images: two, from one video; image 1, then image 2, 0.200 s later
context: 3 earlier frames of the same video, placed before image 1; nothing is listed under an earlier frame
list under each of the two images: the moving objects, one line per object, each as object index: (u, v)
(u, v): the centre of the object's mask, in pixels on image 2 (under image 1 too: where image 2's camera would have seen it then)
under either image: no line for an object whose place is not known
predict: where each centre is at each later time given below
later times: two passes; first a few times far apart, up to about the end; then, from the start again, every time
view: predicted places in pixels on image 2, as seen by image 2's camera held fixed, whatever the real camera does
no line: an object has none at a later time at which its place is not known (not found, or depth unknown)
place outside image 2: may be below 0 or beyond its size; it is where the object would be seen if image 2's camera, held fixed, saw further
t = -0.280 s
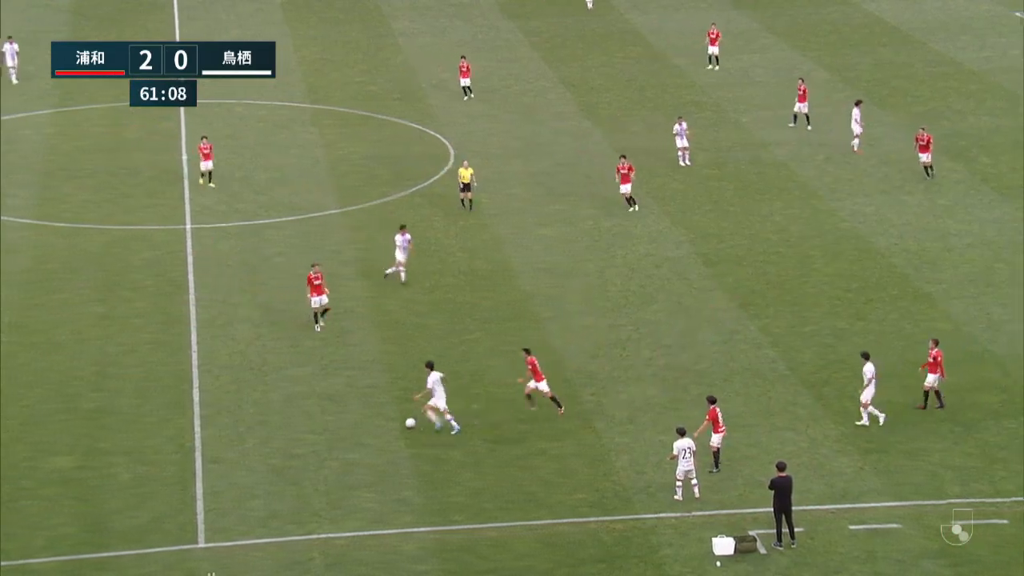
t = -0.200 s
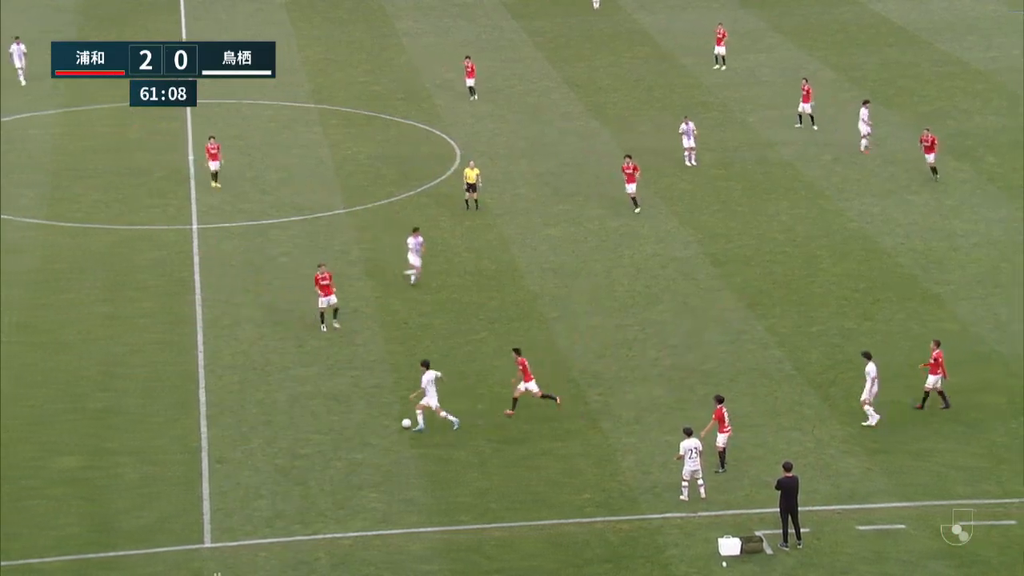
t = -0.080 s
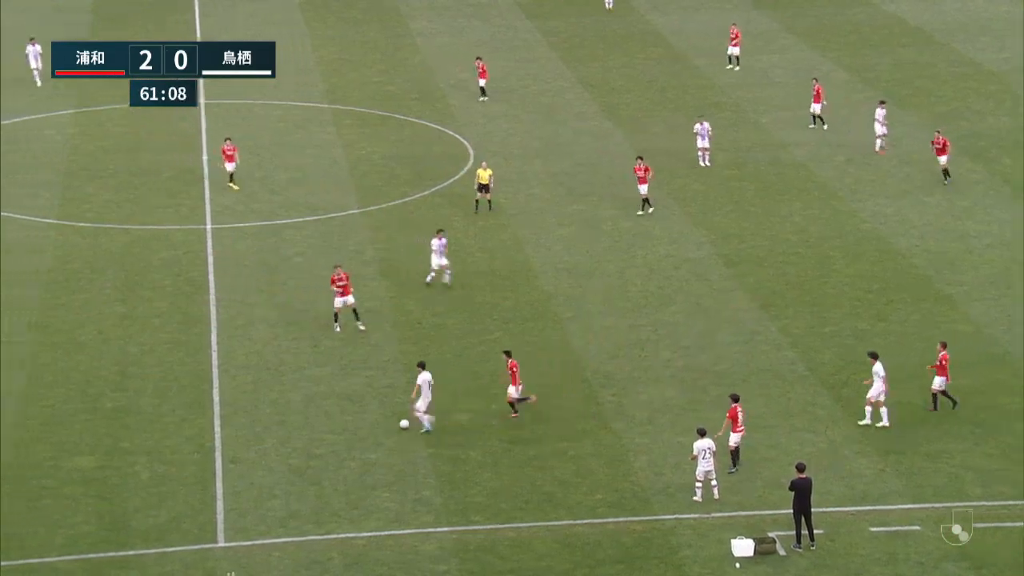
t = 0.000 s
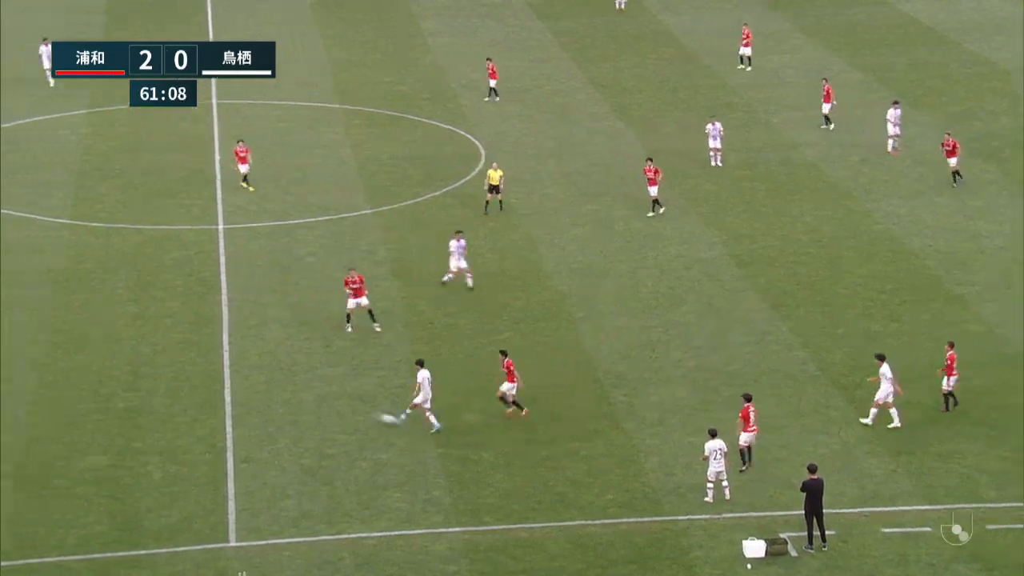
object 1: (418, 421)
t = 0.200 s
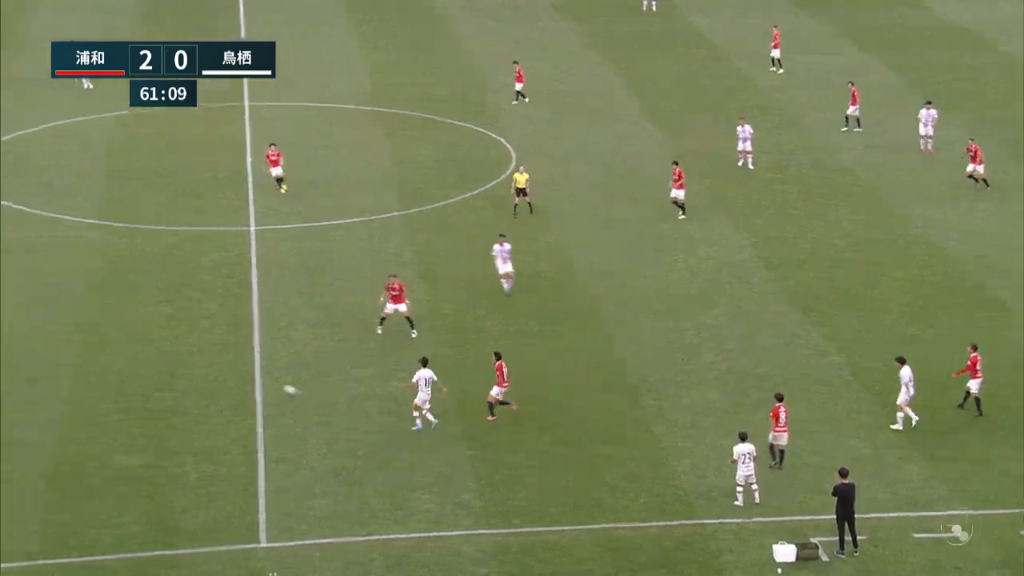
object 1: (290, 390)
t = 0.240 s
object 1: (268, 384)
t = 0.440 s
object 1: (171, 360)
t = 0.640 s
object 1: (95, 338)
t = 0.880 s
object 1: (22, 315)
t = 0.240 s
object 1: (268, 384)
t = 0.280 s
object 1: (246, 380)
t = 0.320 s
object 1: (227, 375)
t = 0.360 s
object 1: (207, 369)
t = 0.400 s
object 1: (188, 364)
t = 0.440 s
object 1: (171, 360)
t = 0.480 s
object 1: (154, 355)
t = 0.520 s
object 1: (138, 350)
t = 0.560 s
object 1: (124, 346)
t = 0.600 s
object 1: (108, 342)
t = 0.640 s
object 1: (95, 338)
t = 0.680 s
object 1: (81, 334)
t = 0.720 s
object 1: (69, 330)
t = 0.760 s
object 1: (56, 326)
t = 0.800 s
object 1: (45, 322)
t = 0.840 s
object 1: (33, 318)
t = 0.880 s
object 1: (22, 315)
